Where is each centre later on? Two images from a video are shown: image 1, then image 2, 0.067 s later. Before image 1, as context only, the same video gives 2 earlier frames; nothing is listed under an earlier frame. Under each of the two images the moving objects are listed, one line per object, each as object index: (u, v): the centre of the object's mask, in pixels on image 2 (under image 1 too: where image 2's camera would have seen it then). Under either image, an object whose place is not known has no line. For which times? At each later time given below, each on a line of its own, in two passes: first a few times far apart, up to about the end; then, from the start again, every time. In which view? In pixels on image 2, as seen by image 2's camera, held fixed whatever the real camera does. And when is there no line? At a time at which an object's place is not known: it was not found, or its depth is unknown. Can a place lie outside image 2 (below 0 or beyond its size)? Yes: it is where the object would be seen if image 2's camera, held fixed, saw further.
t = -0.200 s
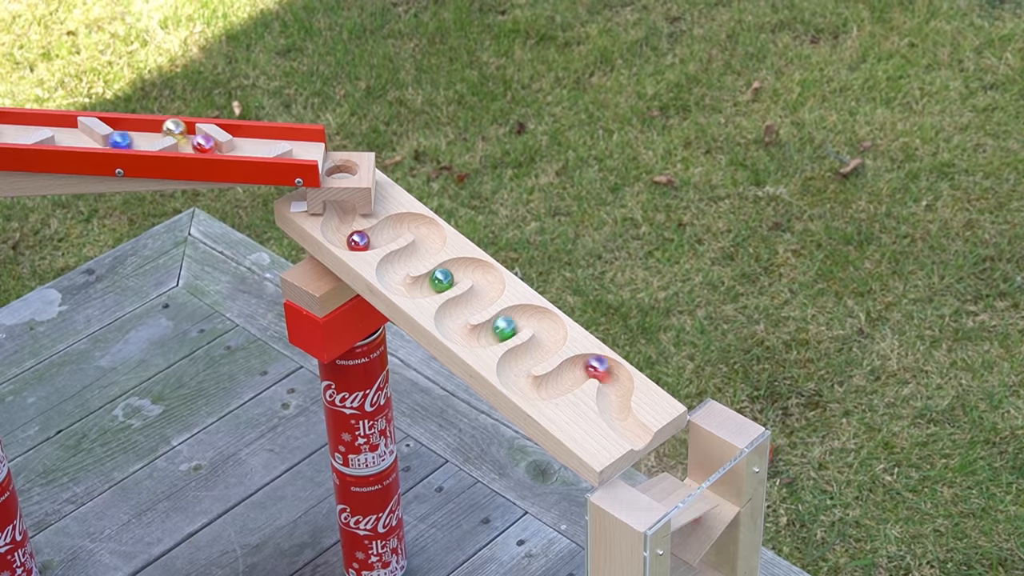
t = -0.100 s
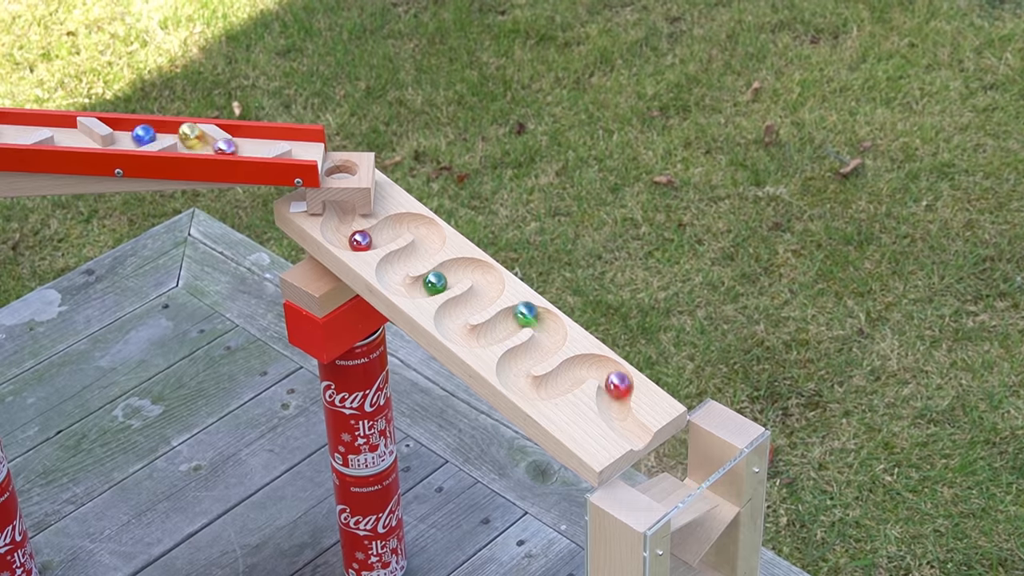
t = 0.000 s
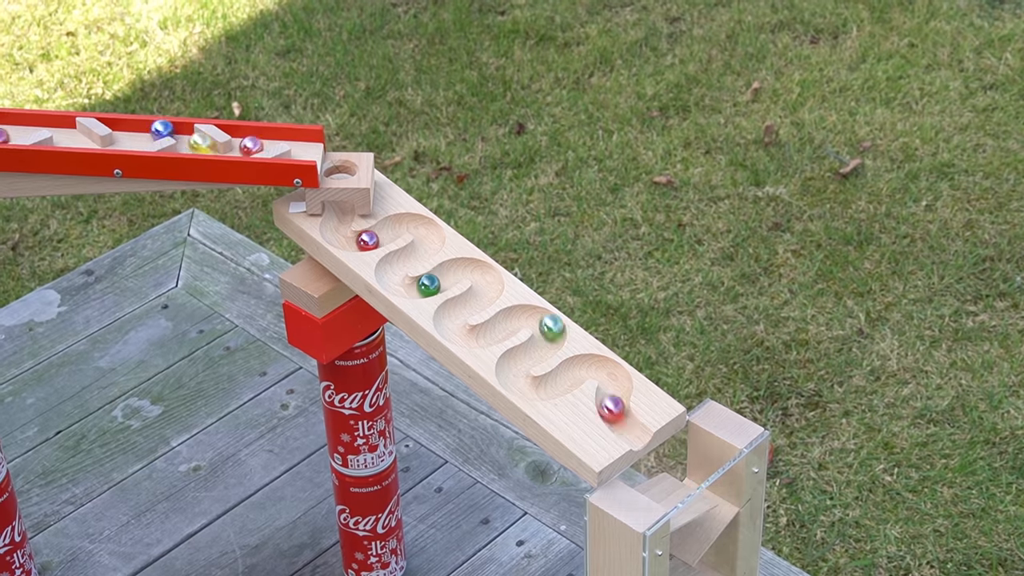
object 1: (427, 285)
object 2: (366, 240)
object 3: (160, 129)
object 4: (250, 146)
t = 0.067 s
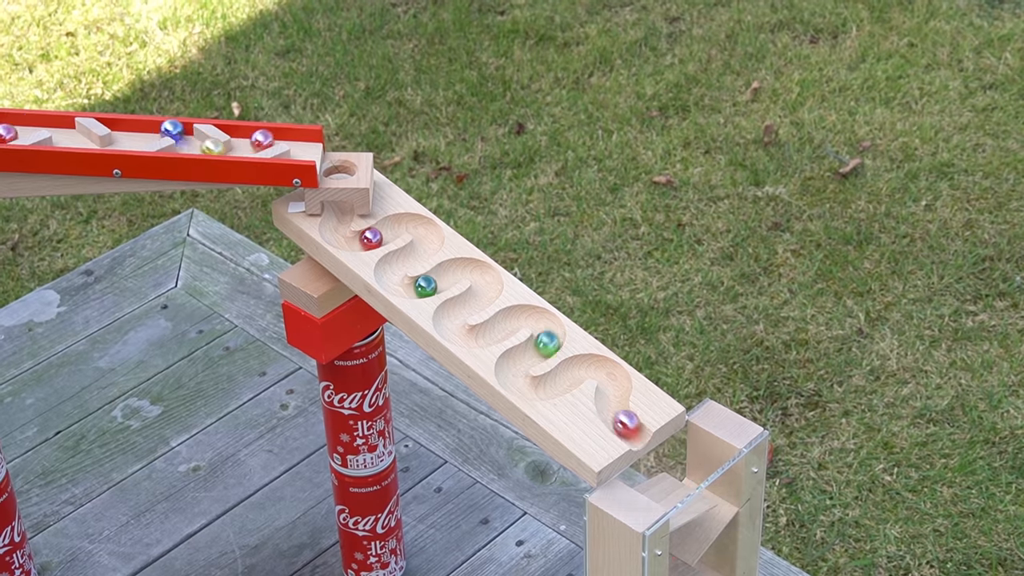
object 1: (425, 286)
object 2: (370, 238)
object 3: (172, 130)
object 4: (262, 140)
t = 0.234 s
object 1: (425, 286)
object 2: (379, 235)
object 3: (194, 141)
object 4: (302, 140)
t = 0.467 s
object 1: (432, 284)
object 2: (375, 237)
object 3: (232, 149)
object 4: (343, 205)
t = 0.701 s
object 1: (436, 281)
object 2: (378, 237)
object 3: (276, 135)
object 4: (349, 241)
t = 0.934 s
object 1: (433, 283)
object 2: (425, 230)
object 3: (344, 167)
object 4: (391, 227)
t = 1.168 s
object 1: (434, 282)
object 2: (388, 267)
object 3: (339, 238)
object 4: (431, 239)
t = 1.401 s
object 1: (447, 274)
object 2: (423, 286)
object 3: (402, 223)
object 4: (390, 277)
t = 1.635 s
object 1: (487, 279)
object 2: (460, 269)
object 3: (418, 253)
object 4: (440, 280)
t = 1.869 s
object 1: (446, 320)
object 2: (476, 301)
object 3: (410, 288)
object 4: (459, 269)
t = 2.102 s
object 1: (508, 325)
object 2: (469, 337)
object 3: (468, 269)
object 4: (488, 286)
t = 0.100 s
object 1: (424, 287)
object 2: (373, 238)
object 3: (178, 131)
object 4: (269, 137)
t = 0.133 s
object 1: (423, 287)
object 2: (376, 237)
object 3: (184, 133)
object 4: (277, 134)
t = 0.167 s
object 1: (423, 287)
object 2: (378, 236)
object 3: (187, 135)
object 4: (285, 136)
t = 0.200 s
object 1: (424, 286)
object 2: (378, 235)
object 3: (190, 138)
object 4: (294, 139)
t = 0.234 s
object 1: (425, 286)
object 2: (379, 235)
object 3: (194, 141)
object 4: (302, 140)
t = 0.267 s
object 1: (426, 286)
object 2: (381, 235)
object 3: (198, 143)
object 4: (312, 142)
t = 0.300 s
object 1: (427, 285)
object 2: (381, 235)
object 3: (204, 144)
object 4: (323, 142)
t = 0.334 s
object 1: (429, 285)
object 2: (380, 235)
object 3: (209, 146)
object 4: (336, 151)
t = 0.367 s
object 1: (430, 284)
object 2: (379, 235)
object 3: (214, 148)
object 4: (344, 167)
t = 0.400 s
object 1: (431, 284)
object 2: (378, 236)
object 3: (220, 148)
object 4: (335, 168)
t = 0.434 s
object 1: (431, 284)
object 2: (377, 237)
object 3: (226, 148)
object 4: (341, 170)
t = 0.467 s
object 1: (432, 284)
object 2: (375, 237)
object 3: (232, 149)
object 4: (343, 205)
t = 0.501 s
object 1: (433, 283)
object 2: (373, 238)
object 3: (241, 149)
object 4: (334, 207)
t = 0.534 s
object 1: (434, 283)
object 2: (372, 238)
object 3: (244, 148)
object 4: (342, 212)
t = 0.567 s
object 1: (435, 282)
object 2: (371, 239)
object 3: (249, 146)
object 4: (340, 217)
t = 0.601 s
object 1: (436, 282)
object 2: (370, 239)
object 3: (254, 144)
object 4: (333, 227)
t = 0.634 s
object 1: (436, 281)
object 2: (370, 239)
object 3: (261, 141)
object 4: (333, 233)
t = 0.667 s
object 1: (437, 281)
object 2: (370, 239)
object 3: (268, 138)
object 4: (345, 239)
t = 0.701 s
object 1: (436, 281)
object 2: (378, 237)
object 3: (276, 135)
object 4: (349, 241)
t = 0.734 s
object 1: (436, 282)
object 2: (382, 235)
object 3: (286, 136)
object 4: (355, 241)
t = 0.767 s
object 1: (435, 282)
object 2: (385, 231)
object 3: (294, 138)
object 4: (363, 240)
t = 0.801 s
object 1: (435, 282)
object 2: (389, 229)
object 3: (302, 140)
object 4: (371, 239)
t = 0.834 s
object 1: (434, 283)
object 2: (397, 224)
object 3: (313, 142)
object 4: (379, 235)
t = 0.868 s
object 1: (434, 283)
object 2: (408, 222)
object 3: (323, 142)
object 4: (384, 234)
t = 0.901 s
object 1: (433, 283)
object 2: (417, 225)
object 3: (336, 152)
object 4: (386, 230)
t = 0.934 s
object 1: (433, 283)
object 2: (425, 230)
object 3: (344, 167)
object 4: (391, 227)
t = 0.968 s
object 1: (434, 283)
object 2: (432, 235)
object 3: (334, 168)
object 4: (397, 225)
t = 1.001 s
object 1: (434, 283)
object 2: (430, 242)
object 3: (341, 170)
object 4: (403, 223)
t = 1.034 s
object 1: (435, 282)
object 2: (423, 249)
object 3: (344, 206)
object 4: (411, 222)
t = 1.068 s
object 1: (435, 282)
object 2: (415, 255)
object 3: (334, 207)
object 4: (417, 225)
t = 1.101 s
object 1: (436, 282)
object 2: (405, 260)
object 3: (336, 216)
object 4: (423, 229)
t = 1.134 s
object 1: (435, 282)
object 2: (394, 264)
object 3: (338, 227)
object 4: (430, 233)
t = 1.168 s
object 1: (434, 282)
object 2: (388, 267)
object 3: (339, 238)
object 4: (431, 239)
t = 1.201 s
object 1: (434, 283)
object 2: (390, 276)
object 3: (350, 241)
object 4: (428, 245)
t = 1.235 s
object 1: (434, 283)
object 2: (394, 283)
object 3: (363, 240)
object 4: (420, 251)
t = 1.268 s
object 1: (434, 283)
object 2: (399, 286)
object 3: (375, 237)
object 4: (412, 256)
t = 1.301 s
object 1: (434, 283)
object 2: (410, 288)
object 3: (386, 233)
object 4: (402, 261)
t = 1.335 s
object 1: (441, 280)
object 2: (414, 288)
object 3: (392, 228)
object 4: (392, 265)
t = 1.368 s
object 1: (445, 278)
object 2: (418, 288)
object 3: (396, 223)
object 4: (387, 270)
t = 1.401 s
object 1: (447, 274)
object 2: (423, 286)
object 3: (402, 223)
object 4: (390, 277)
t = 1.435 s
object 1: (450, 271)
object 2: (429, 285)
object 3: (411, 225)
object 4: (397, 284)
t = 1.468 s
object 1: (456, 270)
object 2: (434, 284)
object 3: (421, 227)
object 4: (406, 288)
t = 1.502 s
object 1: (461, 268)
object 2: (438, 281)
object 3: (427, 228)
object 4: (416, 288)
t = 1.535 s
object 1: (467, 268)
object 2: (445, 277)
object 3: (429, 235)
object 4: (423, 287)
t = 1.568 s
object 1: (475, 270)
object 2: (449, 273)
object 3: (429, 242)
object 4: (429, 285)
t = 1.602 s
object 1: (482, 273)
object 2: (453, 270)
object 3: (426, 248)
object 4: (435, 282)
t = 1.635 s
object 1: (487, 279)
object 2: (460, 269)
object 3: (418, 253)
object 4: (440, 280)
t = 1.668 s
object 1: (489, 286)
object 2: (468, 268)
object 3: (408, 258)
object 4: (443, 277)
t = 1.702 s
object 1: (485, 293)
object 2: (476, 270)
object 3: (398, 262)
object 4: (446, 275)
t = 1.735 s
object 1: (478, 299)
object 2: (483, 274)
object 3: (390, 267)
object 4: (449, 273)
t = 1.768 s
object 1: (469, 305)
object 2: (489, 281)
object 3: (387, 273)
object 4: (450, 271)
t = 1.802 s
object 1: (459, 310)
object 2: (490, 288)
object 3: (391, 281)
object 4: (453, 271)
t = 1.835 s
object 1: (449, 315)
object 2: (484, 294)
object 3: (399, 286)
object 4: (455, 270)
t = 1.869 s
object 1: (446, 320)
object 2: (476, 301)
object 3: (410, 288)
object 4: (459, 269)
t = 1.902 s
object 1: (452, 328)
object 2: (466, 306)
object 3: (422, 287)
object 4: (462, 268)
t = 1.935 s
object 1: (458, 335)
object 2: (456, 311)
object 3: (433, 284)
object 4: (466, 268)
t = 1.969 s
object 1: (468, 337)
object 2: (446, 315)
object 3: (443, 279)
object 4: (470, 269)
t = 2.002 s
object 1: (479, 337)
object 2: (446, 322)
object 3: (450, 273)
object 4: (475, 271)
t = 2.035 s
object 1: (491, 335)
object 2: (453, 330)
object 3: (454, 268)
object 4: (483, 275)
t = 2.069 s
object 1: (500, 329)
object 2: (459, 335)
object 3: (460, 268)
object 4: (487, 280)
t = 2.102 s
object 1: (508, 325)
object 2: (469, 337)
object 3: (468, 269)
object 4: (488, 286)
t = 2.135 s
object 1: (514, 319)
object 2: (481, 337)
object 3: (477, 271)
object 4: (486, 293)
